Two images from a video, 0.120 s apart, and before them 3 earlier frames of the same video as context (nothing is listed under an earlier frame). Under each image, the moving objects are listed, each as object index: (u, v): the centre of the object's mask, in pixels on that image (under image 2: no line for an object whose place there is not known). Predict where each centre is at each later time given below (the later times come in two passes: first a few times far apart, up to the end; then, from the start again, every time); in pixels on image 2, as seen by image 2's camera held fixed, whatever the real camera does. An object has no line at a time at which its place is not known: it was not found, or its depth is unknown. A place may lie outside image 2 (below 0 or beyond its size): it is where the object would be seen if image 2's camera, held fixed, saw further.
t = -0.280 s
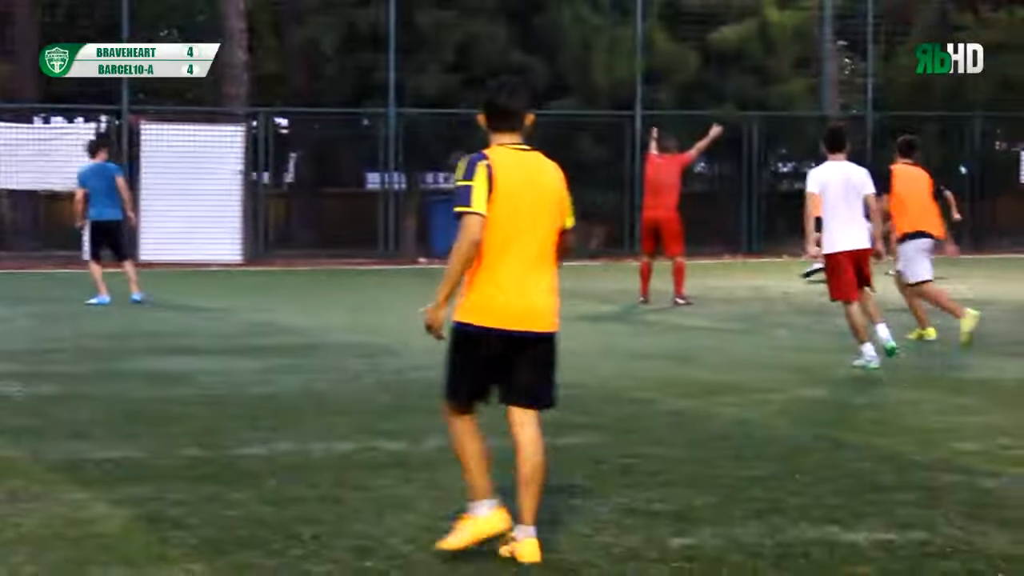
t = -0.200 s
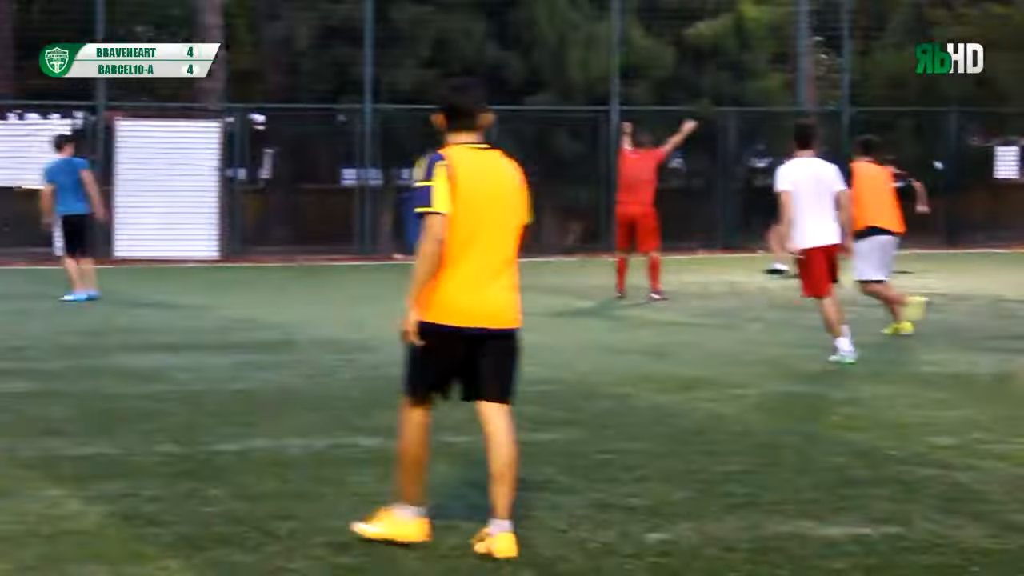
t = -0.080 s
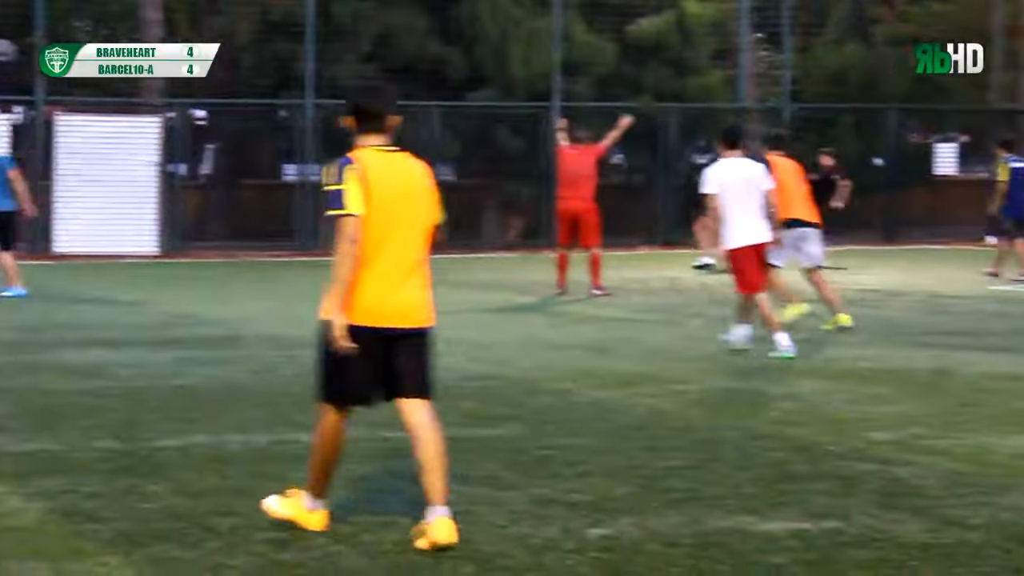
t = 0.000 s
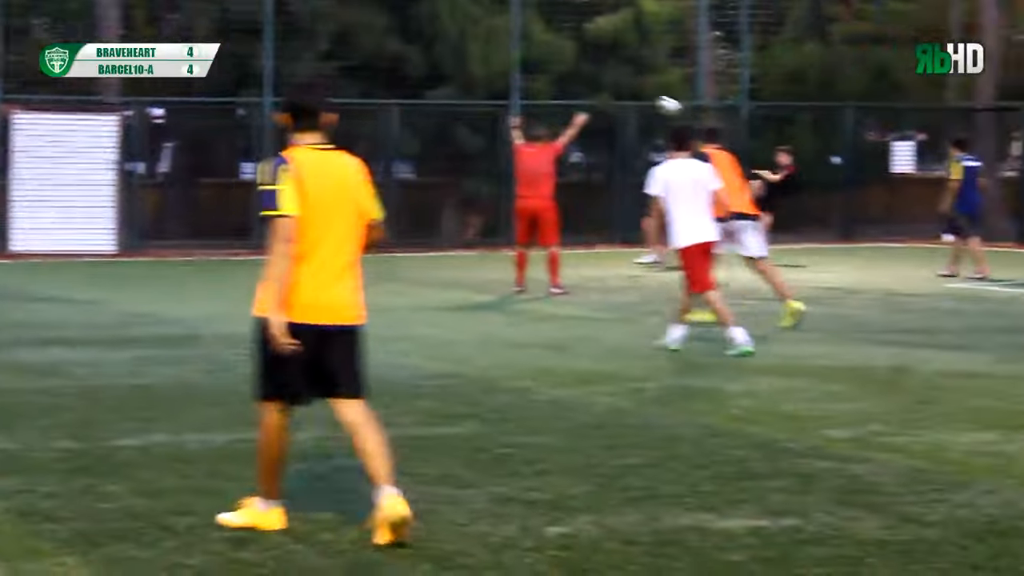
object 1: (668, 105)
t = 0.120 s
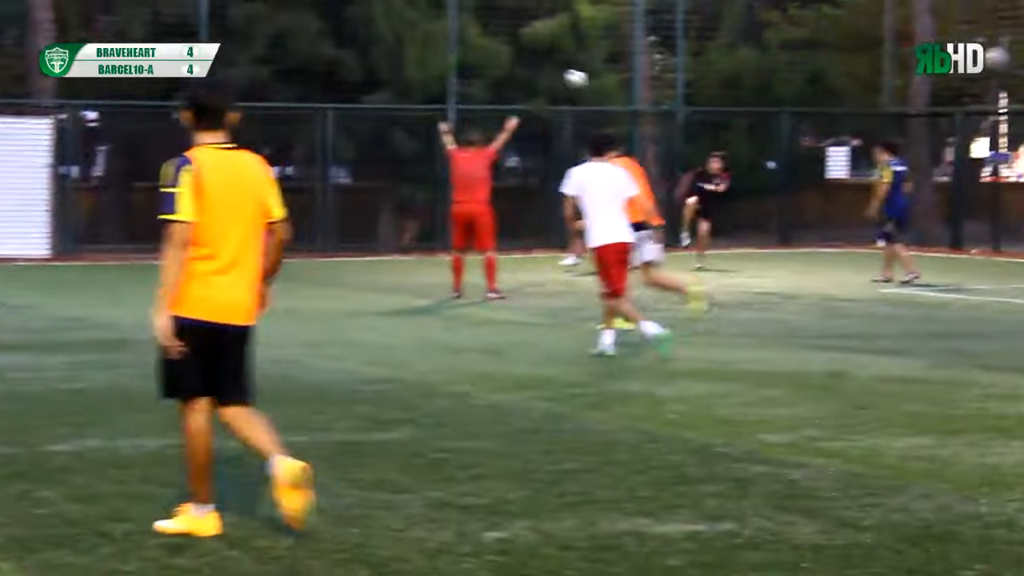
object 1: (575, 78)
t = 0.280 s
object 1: (534, 54)
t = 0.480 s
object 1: (482, 48)
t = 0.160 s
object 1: (567, 69)
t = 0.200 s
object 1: (555, 63)
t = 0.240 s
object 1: (545, 57)
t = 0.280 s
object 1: (534, 54)
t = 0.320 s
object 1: (524, 50)
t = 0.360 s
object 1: (514, 46)
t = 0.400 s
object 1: (503, 45)
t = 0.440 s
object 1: (493, 46)
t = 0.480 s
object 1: (482, 48)
